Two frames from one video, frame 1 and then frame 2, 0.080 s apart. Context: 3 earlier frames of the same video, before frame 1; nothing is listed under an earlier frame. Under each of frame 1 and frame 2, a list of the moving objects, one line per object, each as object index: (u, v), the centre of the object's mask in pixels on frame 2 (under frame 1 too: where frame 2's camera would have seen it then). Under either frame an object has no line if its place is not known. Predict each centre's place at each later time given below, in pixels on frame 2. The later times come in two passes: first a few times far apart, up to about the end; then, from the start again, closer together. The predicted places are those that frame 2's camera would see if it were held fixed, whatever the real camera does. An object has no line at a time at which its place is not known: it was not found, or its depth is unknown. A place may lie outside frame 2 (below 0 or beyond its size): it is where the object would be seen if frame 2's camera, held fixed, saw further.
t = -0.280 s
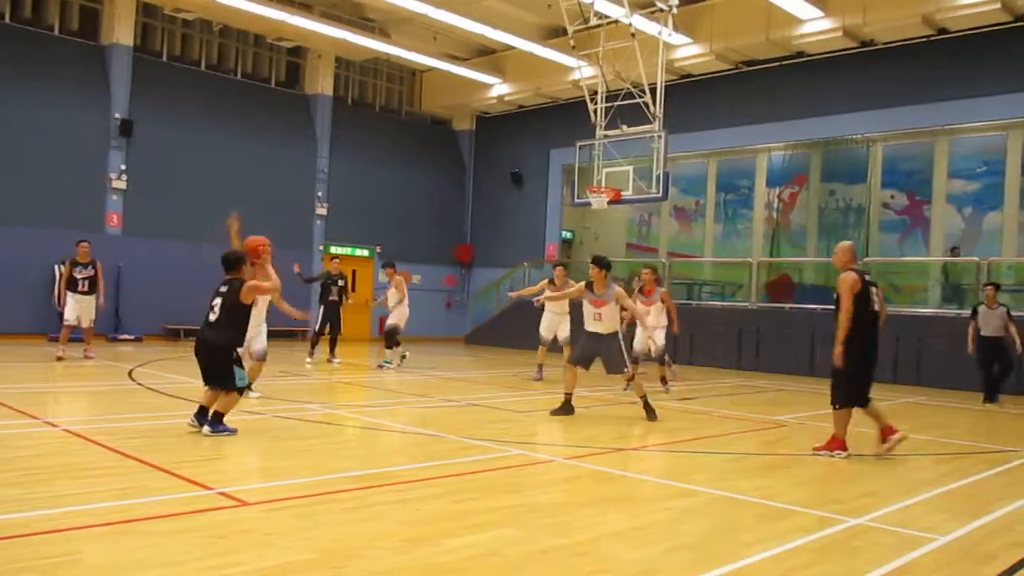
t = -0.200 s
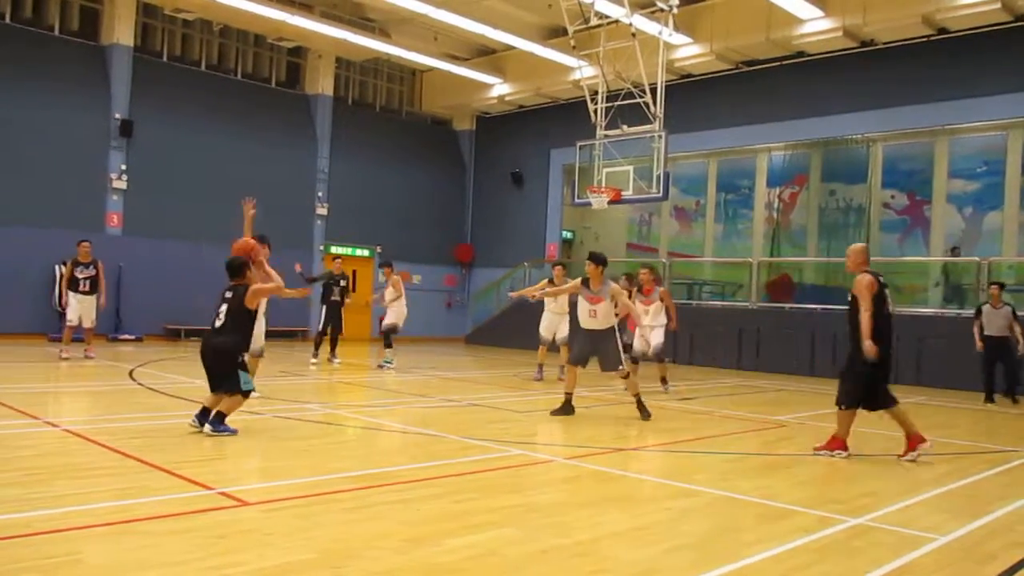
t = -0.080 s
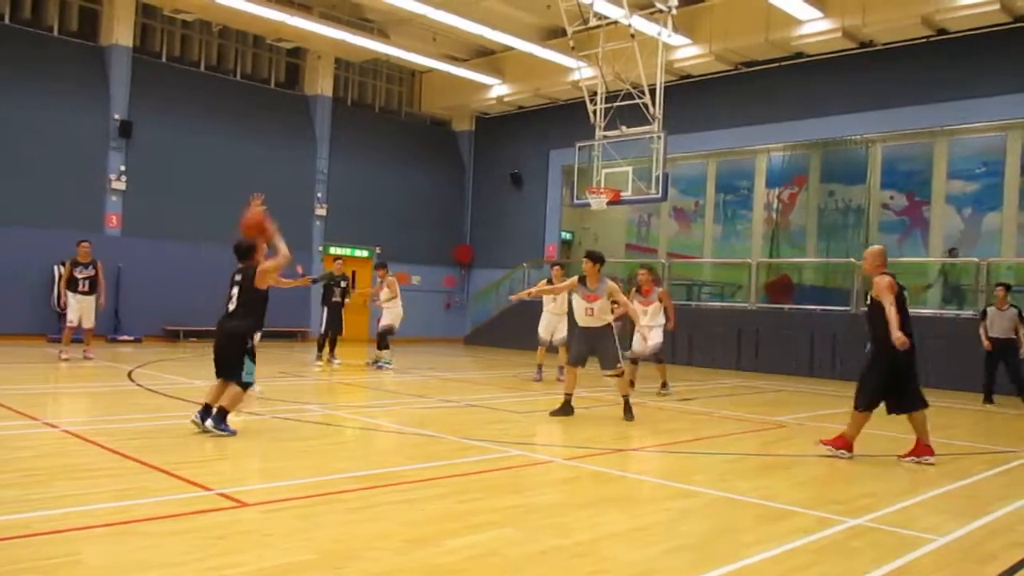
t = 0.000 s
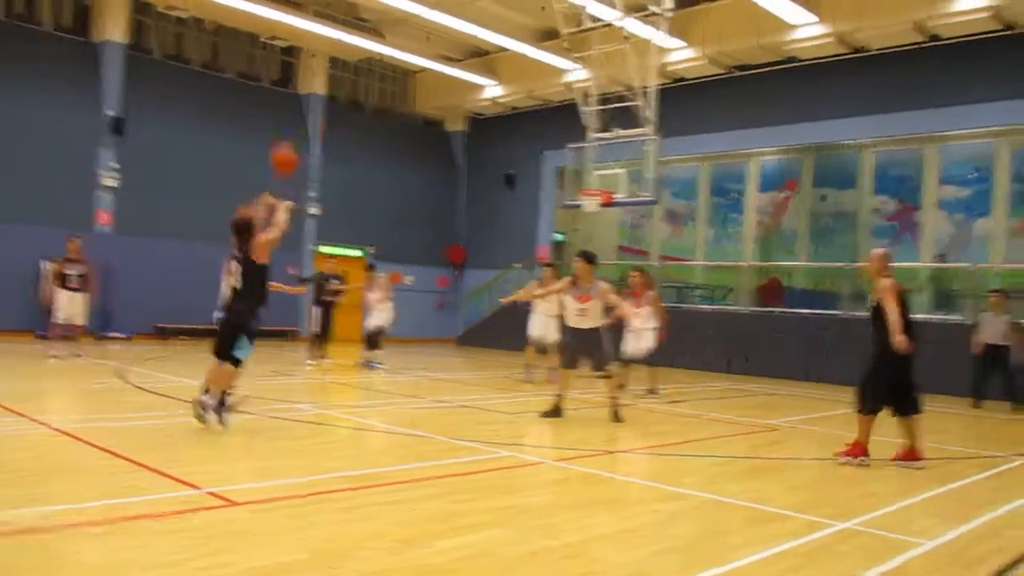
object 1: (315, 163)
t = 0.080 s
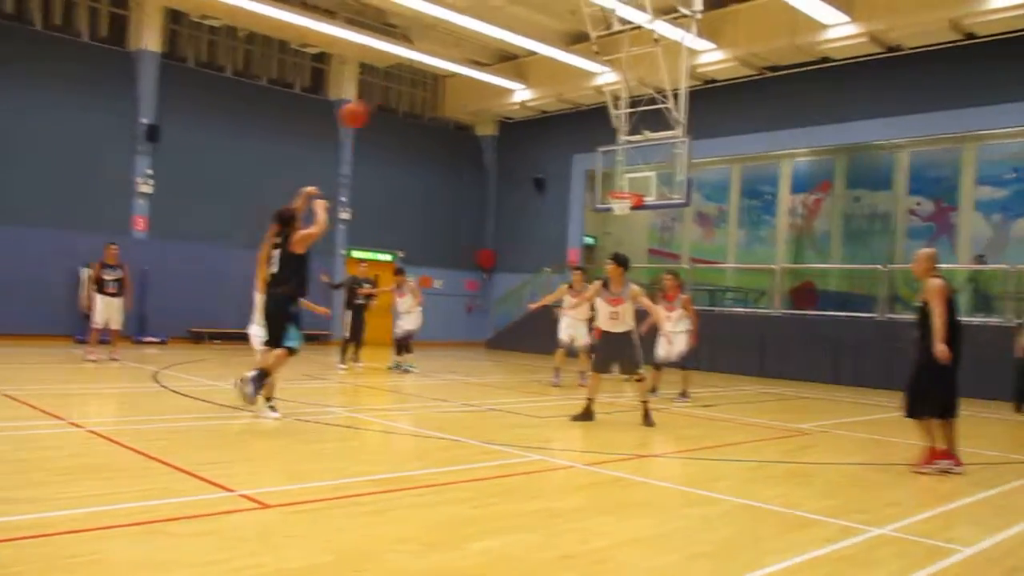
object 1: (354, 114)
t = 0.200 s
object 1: (403, 62)
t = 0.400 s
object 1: (470, 12)
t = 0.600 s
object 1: (522, 8)
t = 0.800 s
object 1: (564, 30)
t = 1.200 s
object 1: (623, 138)
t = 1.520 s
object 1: (631, 149)
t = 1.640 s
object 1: (625, 132)
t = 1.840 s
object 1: (612, 122)
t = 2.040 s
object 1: (596, 138)
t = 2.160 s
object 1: (584, 160)
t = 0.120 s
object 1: (372, 92)
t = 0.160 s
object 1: (388, 75)
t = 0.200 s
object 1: (403, 62)
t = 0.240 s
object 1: (419, 44)
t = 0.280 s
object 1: (432, 35)
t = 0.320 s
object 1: (445, 27)
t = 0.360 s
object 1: (458, 19)
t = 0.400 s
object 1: (470, 12)
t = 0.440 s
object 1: (481, 9)
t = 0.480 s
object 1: (492, 7)
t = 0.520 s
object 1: (503, 7)
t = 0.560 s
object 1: (513, 7)
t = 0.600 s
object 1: (522, 8)
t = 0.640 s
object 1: (531, 9)
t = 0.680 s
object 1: (540, 12)
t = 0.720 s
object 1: (549, 17)
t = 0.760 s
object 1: (557, 23)
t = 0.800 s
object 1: (564, 30)
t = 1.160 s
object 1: (619, 124)
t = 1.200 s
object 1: (623, 138)
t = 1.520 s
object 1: (631, 149)
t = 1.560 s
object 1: (629, 142)
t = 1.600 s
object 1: (627, 136)
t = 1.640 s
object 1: (625, 132)
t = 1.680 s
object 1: (622, 128)
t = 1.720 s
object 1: (620, 125)
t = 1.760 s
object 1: (616, 124)
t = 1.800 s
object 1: (613, 122)
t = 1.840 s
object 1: (612, 122)
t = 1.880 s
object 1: (608, 123)
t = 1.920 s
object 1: (605, 125)
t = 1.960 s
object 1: (602, 128)
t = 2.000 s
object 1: (598, 133)
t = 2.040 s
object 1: (596, 138)
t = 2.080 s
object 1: (591, 144)
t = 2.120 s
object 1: (587, 151)
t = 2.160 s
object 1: (584, 160)
